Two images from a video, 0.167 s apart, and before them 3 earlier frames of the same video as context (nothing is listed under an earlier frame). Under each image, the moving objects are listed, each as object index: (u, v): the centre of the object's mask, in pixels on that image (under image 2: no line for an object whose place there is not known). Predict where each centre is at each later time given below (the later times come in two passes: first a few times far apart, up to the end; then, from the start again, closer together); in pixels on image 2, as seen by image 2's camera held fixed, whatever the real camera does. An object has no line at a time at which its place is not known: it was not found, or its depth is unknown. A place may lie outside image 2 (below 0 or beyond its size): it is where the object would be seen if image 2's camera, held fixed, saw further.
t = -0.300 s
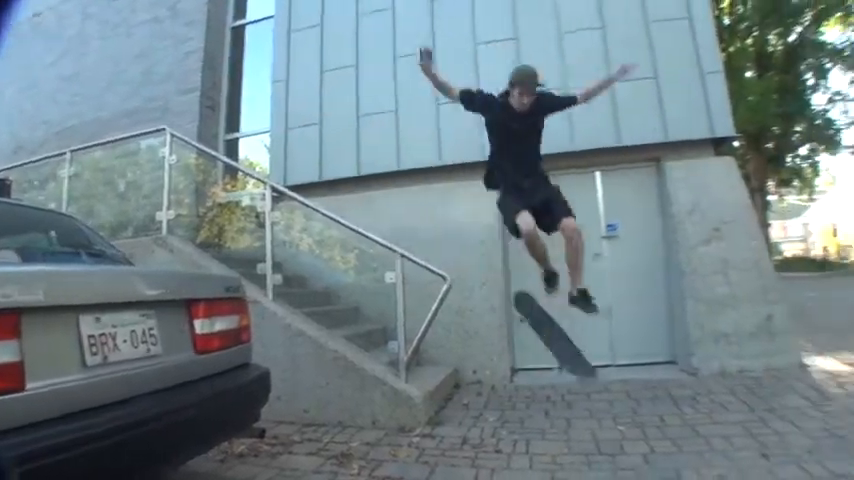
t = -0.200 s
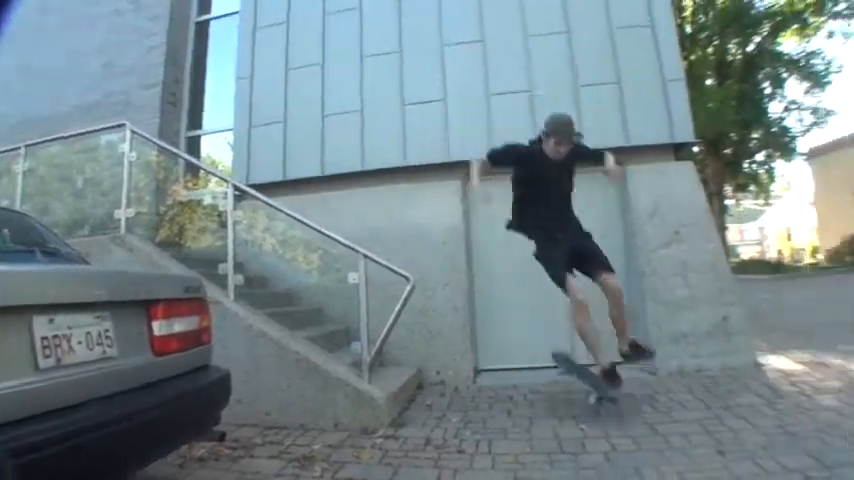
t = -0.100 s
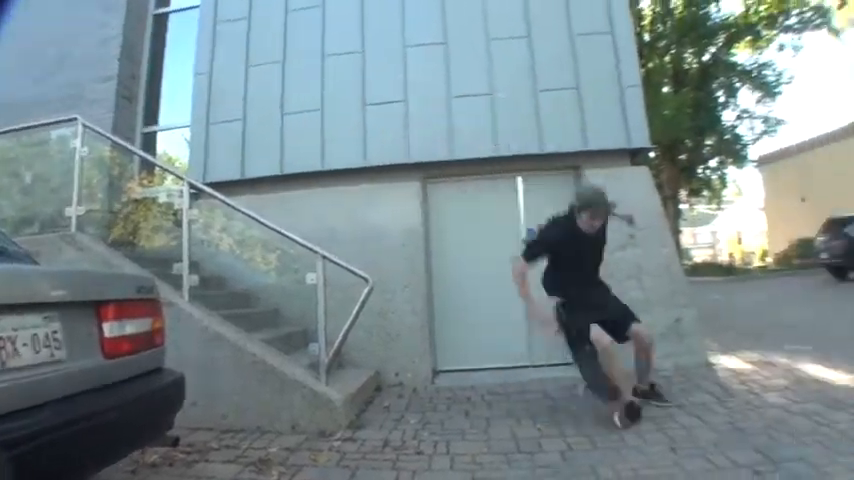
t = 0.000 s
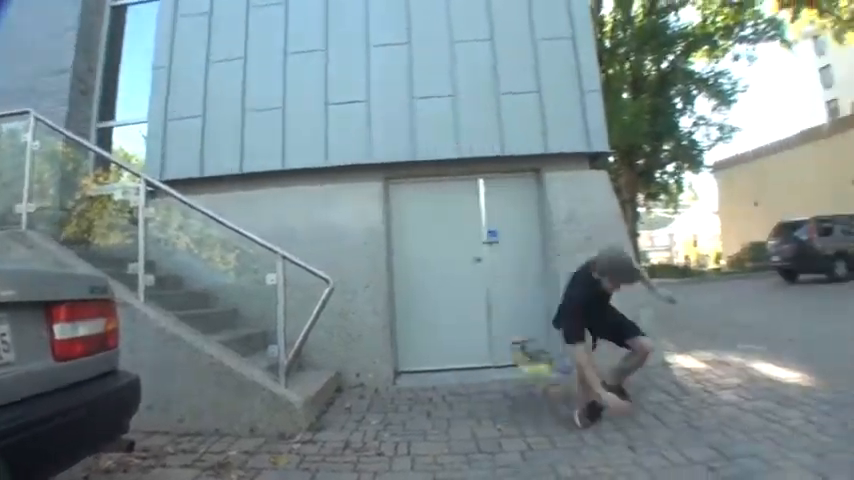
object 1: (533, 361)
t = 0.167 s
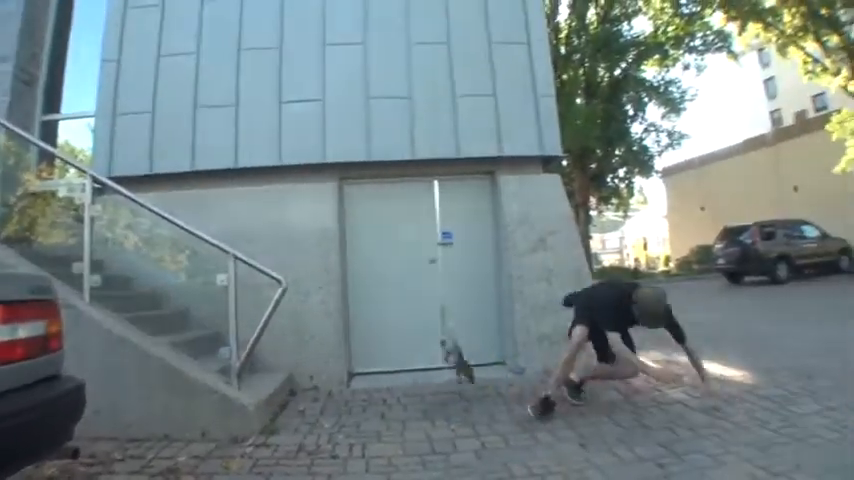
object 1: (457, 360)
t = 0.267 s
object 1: (436, 365)
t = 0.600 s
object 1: (415, 371)
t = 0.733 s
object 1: (423, 374)
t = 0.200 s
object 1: (452, 359)
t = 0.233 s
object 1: (441, 361)
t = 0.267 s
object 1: (436, 365)
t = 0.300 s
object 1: (429, 366)
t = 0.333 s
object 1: (430, 365)
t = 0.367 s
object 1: (423, 370)
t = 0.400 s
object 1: (424, 367)
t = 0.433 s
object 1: (425, 364)
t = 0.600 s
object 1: (415, 371)
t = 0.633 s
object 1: (421, 379)
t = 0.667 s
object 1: (422, 377)
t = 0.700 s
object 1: (423, 374)
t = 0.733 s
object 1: (423, 374)
